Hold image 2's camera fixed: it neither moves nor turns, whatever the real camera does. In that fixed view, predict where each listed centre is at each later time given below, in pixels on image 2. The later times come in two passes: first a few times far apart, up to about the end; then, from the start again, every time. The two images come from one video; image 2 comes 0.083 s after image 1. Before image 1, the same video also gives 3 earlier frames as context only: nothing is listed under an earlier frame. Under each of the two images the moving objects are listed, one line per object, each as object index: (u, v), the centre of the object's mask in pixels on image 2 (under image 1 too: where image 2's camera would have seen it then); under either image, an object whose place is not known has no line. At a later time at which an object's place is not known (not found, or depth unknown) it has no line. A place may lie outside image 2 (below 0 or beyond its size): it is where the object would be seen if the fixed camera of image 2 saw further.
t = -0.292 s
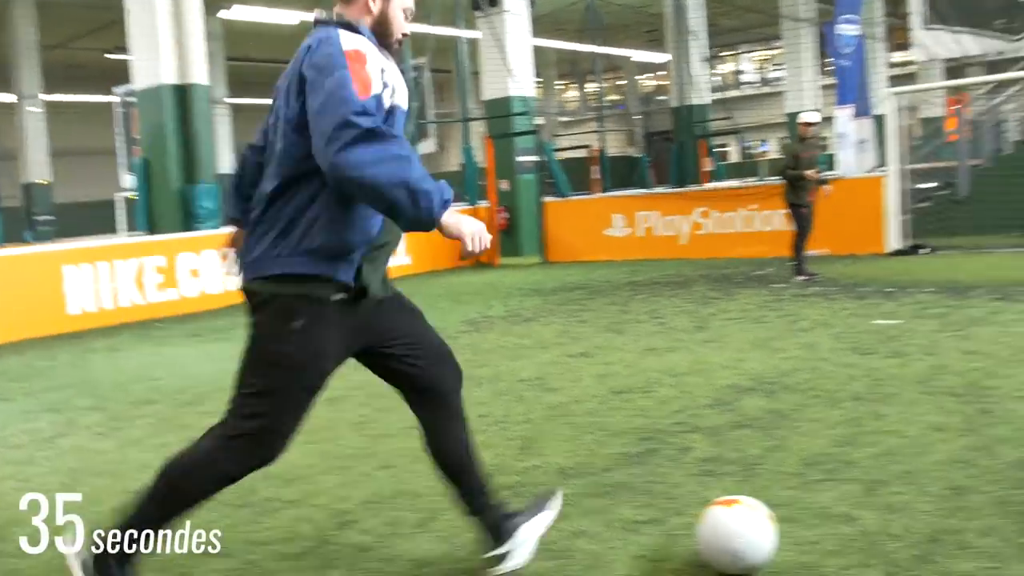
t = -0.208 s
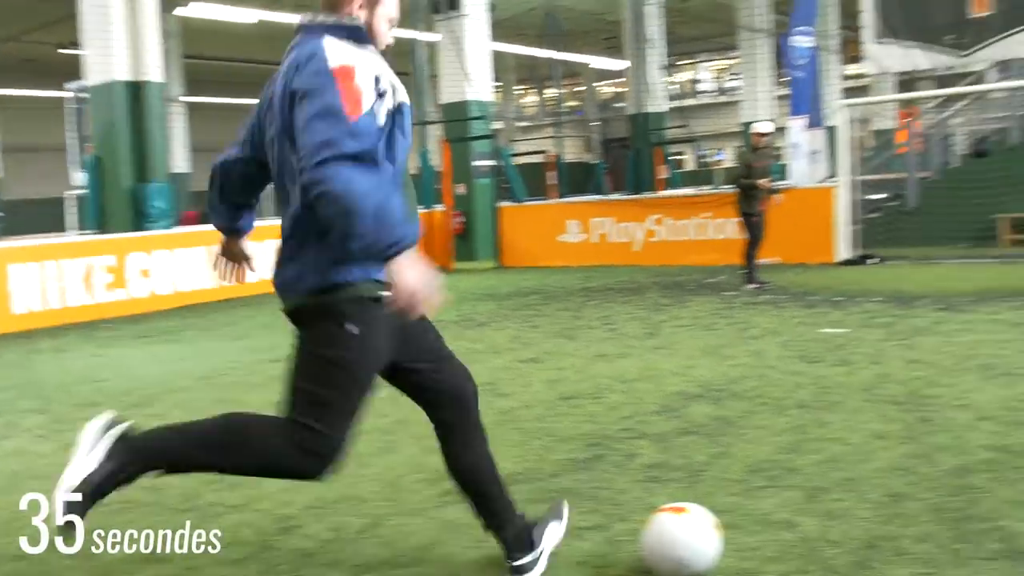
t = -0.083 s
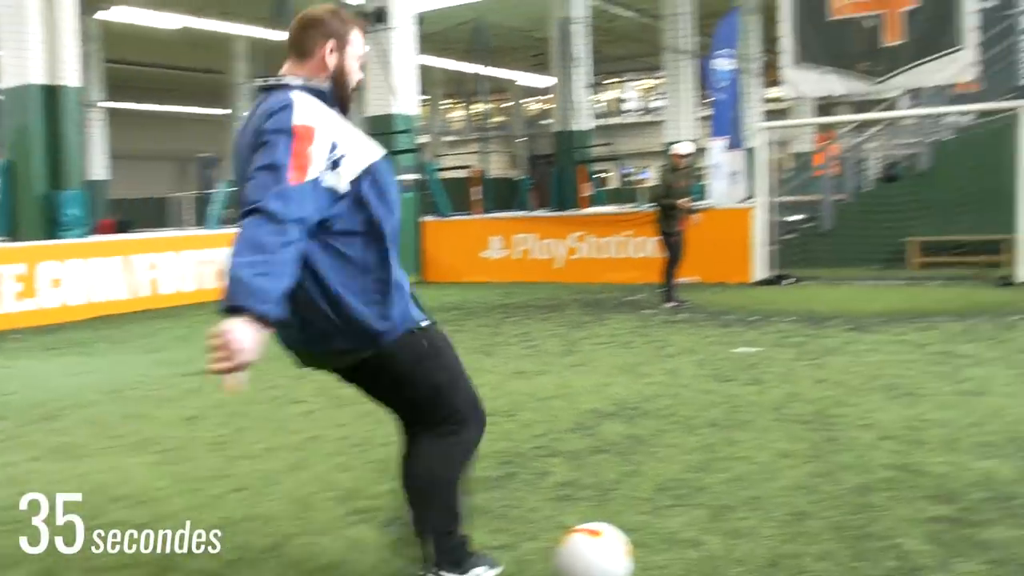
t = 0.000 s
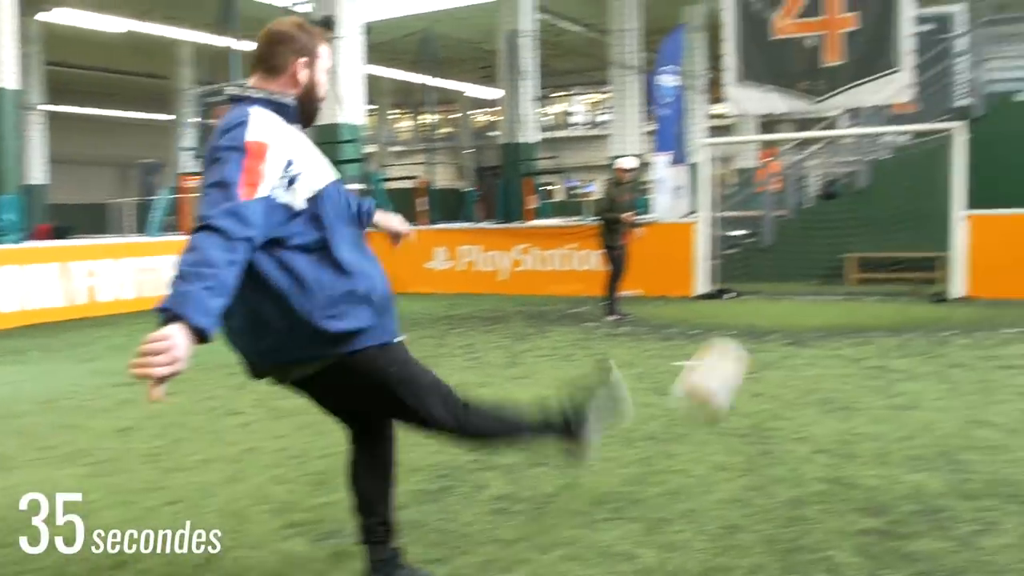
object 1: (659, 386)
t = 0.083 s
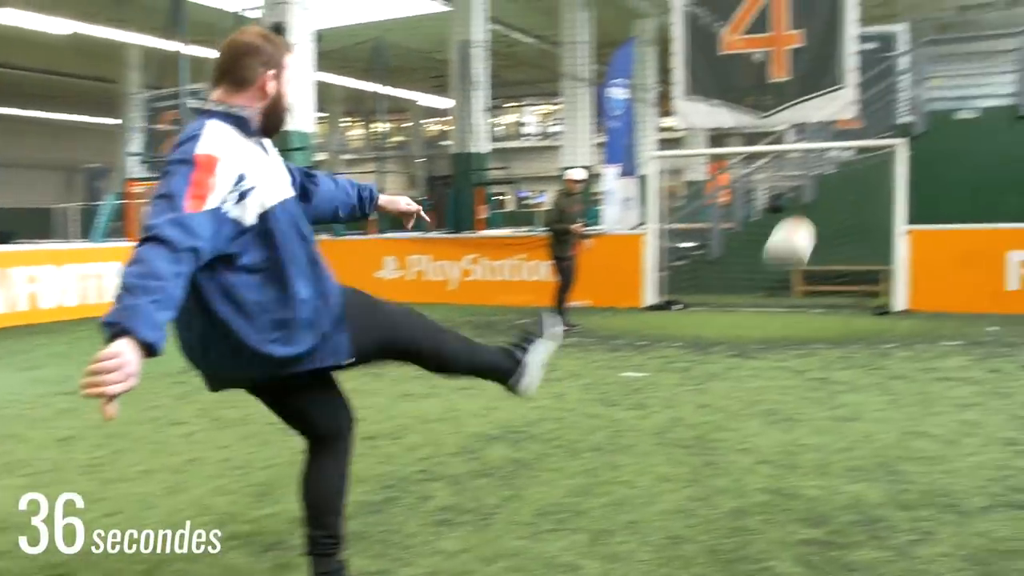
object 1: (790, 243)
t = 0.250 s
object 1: (909, 121)
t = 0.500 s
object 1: (968, 89)
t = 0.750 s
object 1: (988, 85)
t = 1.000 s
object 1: (1005, 109)
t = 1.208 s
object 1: (1018, 171)
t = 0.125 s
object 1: (832, 196)
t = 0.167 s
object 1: (863, 163)
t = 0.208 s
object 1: (889, 137)
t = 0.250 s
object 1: (909, 121)
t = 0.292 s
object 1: (924, 107)
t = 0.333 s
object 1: (937, 98)
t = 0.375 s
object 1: (948, 93)
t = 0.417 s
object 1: (956, 90)
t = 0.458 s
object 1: (962, 88)
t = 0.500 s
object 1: (968, 89)
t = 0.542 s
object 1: (975, 89)
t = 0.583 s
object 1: (979, 87)
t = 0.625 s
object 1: (981, 84)
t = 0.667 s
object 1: (983, 84)
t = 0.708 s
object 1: (986, 84)
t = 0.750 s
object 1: (988, 85)
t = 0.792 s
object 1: (991, 86)
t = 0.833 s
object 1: (994, 87)
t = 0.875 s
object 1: (996, 91)
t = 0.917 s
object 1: (999, 95)
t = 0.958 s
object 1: (1001, 101)
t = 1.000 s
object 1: (1005, 109)
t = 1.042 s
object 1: (1007, 118)
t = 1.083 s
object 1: (1009, 128)
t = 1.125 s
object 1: (1013, 140)
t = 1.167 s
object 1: (1015, 155)
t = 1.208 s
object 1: (1018, 171)
